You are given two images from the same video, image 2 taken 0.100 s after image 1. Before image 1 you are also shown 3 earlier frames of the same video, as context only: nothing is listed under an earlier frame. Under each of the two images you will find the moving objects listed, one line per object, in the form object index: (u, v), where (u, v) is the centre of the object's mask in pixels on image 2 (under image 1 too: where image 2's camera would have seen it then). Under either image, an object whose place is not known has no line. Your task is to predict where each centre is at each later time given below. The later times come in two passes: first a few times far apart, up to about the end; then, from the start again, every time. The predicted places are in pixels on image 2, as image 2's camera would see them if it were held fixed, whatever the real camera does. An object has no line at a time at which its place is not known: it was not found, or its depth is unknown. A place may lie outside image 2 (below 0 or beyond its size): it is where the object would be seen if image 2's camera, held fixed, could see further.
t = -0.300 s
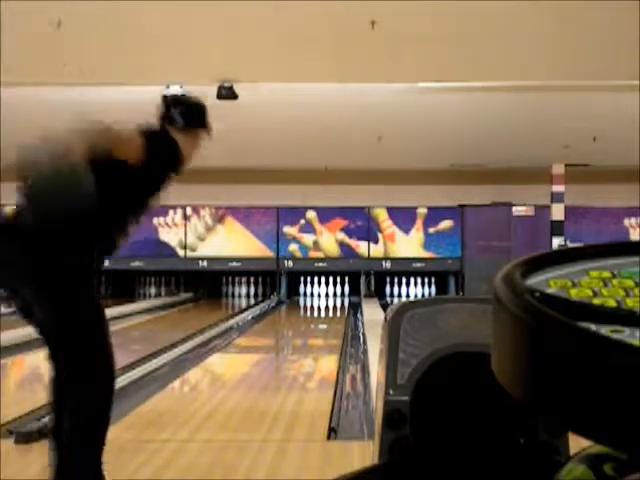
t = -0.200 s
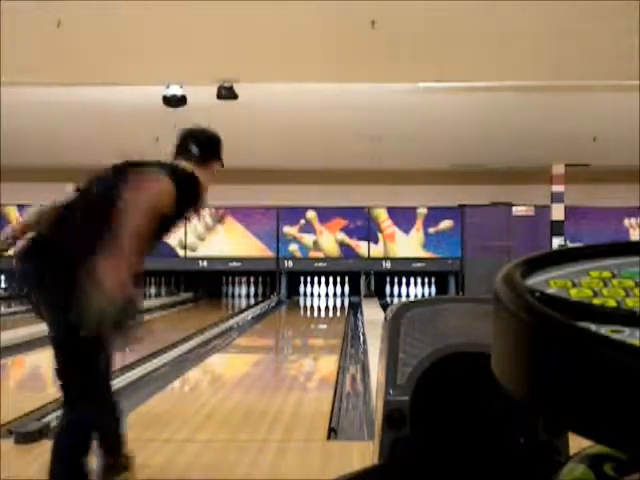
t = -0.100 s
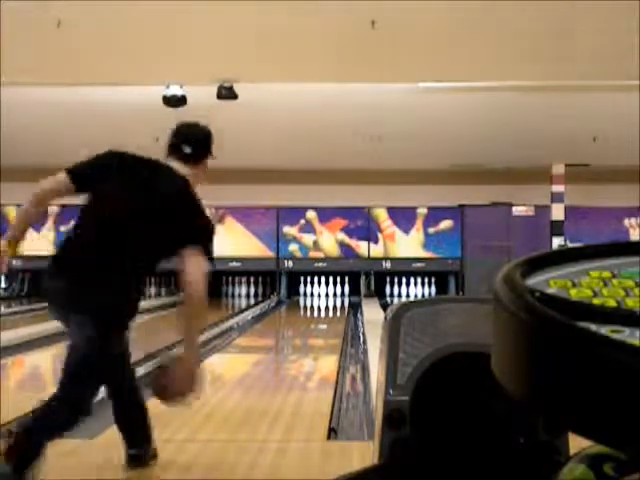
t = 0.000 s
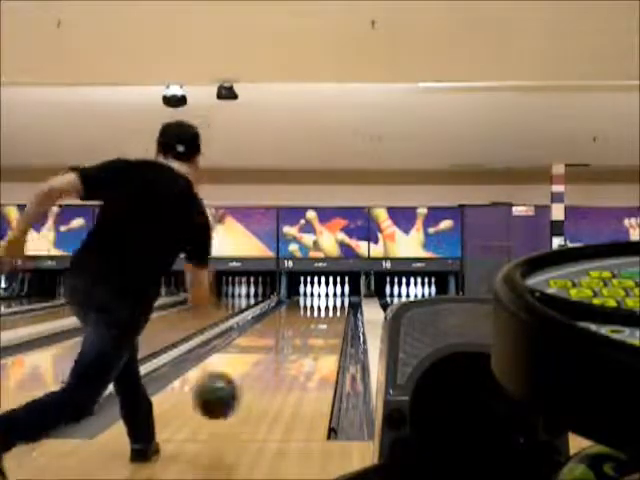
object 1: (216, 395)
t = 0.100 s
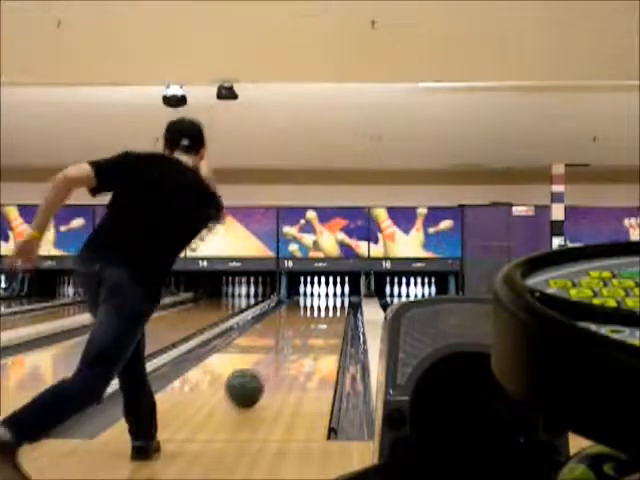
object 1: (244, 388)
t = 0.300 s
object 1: (281, 360)
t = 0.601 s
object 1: (311, 336)
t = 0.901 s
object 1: (327, 321)
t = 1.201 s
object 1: (336, 309)
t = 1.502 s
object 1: (338, 304)
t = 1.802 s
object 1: (333, 297)
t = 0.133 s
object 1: (252, 383)
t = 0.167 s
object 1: (259, 378)
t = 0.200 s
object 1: (265, 373)
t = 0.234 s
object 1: (271, 368)
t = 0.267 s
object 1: (276, 365)
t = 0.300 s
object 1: (281, 360)
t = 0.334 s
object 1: (285, 356)
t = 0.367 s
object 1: (289, 353)
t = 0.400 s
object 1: (293, 349)
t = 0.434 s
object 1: (297, 347)
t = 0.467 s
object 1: (300, 343)
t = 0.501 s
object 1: (303, 341)
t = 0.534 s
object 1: (306, 340)
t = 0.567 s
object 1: (309, 338)
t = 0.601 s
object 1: (311, 336)
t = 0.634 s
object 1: (314, 334)
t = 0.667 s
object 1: (316, 332)
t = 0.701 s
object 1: (318, 330)
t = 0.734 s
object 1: (320, 328)
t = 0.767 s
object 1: (322, 327)
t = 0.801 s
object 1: (324, 325)
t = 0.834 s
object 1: (326, 323)
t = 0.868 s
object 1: (327, 322)
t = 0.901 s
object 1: (327, 321)
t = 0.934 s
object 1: (328, 319)
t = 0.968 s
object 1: (330, 317)
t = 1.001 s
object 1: (332, 316)
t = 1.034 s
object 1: (333, 315)
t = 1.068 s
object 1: (333, 315)
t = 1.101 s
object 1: (335, 313)
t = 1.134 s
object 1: (336, 311)
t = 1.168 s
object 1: (336, 310)
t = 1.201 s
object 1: (336, 309)
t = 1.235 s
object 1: (335, 310)
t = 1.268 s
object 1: (337, 308)
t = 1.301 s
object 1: (338, 307)
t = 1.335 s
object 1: (337, 307)
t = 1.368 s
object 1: (338, 306)
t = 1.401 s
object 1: (338, 306)
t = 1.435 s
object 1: (338, 306)
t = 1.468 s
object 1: (338, 305)
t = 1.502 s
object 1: (338, 304)
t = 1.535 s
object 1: (338, 304)
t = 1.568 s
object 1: (337, 304)
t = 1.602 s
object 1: (337, 303)
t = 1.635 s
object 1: (337, 303)
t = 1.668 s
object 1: (337, 301)
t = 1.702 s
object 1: (336, 300)
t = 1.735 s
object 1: (336, 300)
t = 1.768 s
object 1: (336, 299)
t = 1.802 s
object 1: (333, 297)
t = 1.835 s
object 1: (332, 298)
